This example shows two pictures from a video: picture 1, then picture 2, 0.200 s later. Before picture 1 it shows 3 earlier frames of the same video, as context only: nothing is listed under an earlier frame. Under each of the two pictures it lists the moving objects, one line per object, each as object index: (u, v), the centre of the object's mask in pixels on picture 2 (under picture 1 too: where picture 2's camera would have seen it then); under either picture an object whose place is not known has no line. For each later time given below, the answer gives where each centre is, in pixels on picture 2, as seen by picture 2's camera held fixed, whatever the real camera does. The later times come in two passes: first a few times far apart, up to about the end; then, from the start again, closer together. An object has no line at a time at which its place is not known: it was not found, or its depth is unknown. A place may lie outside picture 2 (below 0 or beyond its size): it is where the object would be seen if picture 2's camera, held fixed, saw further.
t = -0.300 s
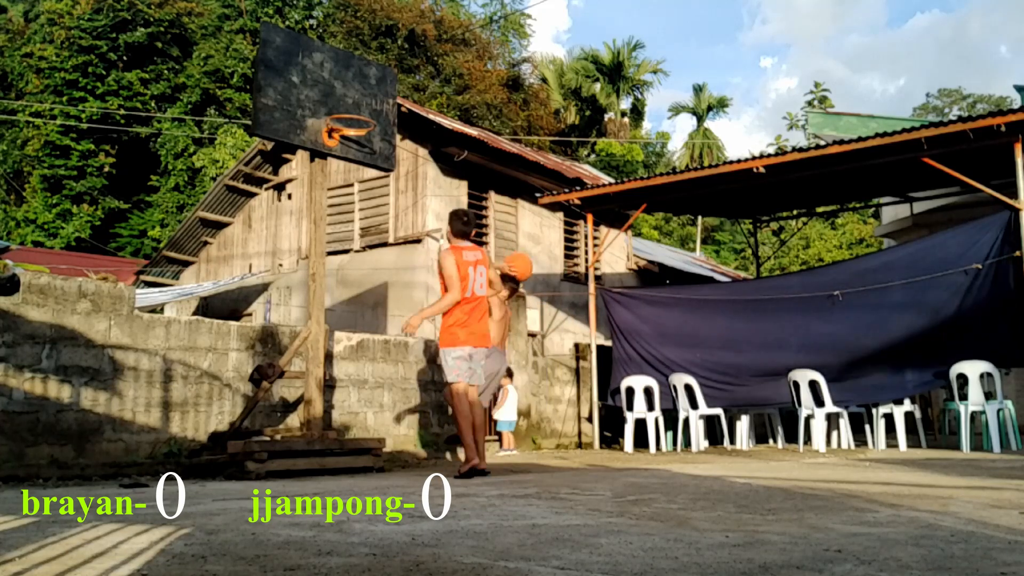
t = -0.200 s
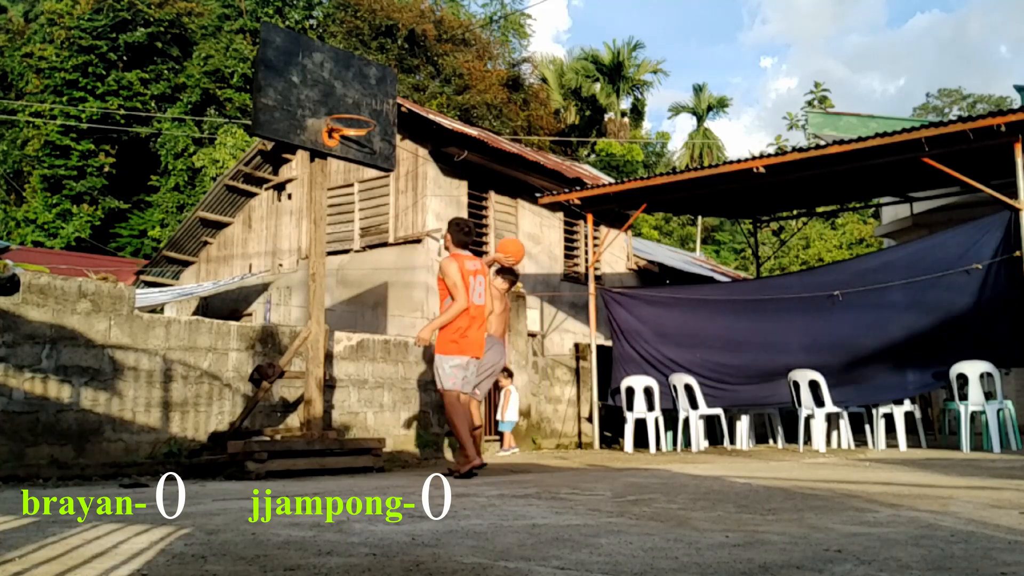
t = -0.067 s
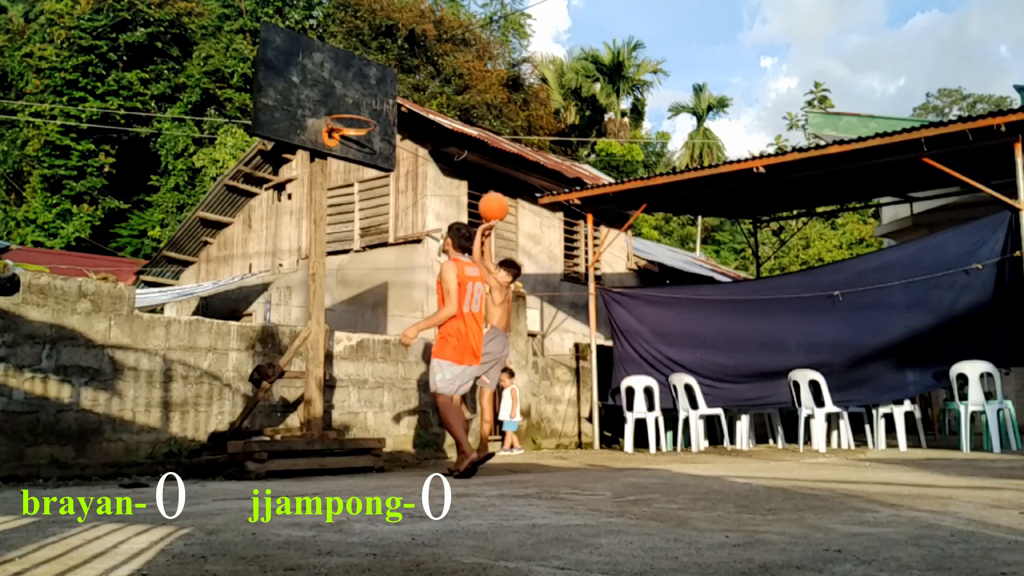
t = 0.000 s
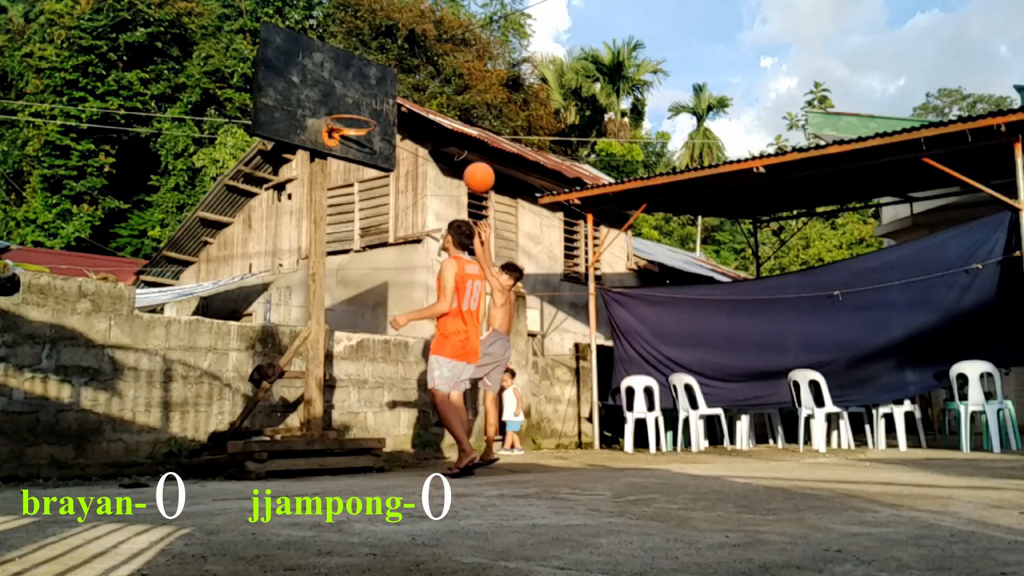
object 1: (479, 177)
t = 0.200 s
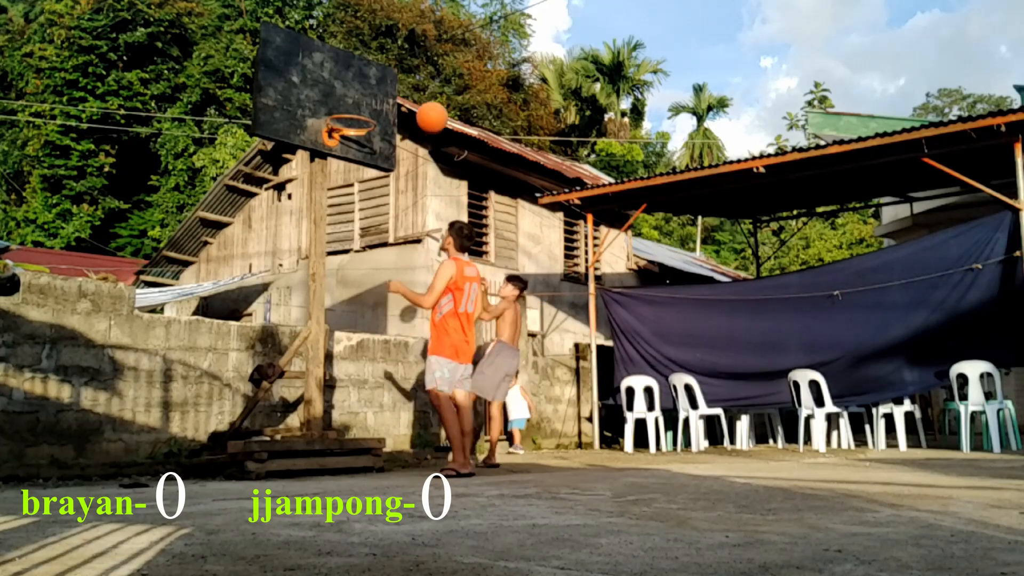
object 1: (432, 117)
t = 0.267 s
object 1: (416, 108)
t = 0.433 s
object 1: (374, 108)
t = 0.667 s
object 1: (344, 108)
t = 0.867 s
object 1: (360, 111)
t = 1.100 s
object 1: (354, 153)
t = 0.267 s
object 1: (416, 108)
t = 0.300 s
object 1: (408, 105)
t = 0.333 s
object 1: (399, 104)
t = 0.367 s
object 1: (391, 104)
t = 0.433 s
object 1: (374, 108)
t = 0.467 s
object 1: (365, 113)
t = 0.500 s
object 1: (361, 111)
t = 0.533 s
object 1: (356, 109)
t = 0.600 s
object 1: (347, 109)
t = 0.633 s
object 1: (342, 112)
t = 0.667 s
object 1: (344, 108)
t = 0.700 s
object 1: (347, 106)
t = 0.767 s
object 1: (355, 105)
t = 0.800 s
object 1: (358, 106)
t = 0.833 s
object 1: (361, 108)
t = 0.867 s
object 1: (360, 111)
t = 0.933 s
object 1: (359, 116)
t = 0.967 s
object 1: (358, 120)
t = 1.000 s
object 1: (357, 126)
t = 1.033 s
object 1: (356, 133)
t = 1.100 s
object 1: (354, 153)
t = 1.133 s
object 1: (353, 165)
